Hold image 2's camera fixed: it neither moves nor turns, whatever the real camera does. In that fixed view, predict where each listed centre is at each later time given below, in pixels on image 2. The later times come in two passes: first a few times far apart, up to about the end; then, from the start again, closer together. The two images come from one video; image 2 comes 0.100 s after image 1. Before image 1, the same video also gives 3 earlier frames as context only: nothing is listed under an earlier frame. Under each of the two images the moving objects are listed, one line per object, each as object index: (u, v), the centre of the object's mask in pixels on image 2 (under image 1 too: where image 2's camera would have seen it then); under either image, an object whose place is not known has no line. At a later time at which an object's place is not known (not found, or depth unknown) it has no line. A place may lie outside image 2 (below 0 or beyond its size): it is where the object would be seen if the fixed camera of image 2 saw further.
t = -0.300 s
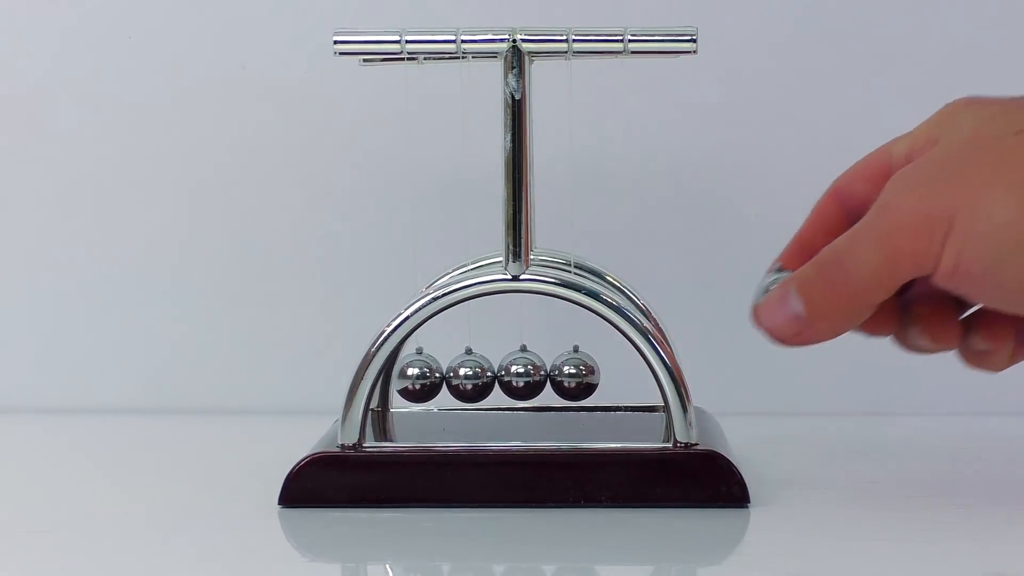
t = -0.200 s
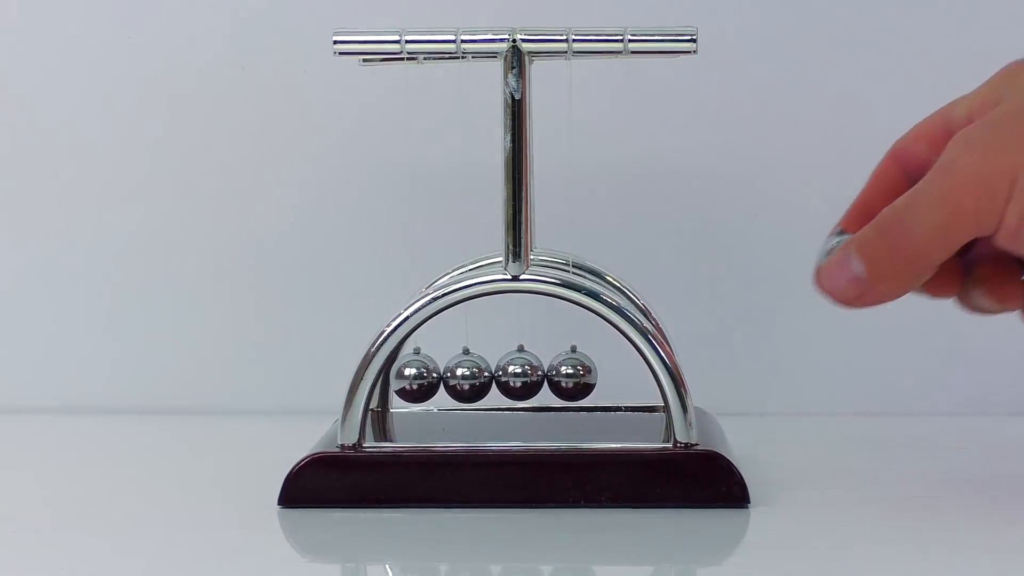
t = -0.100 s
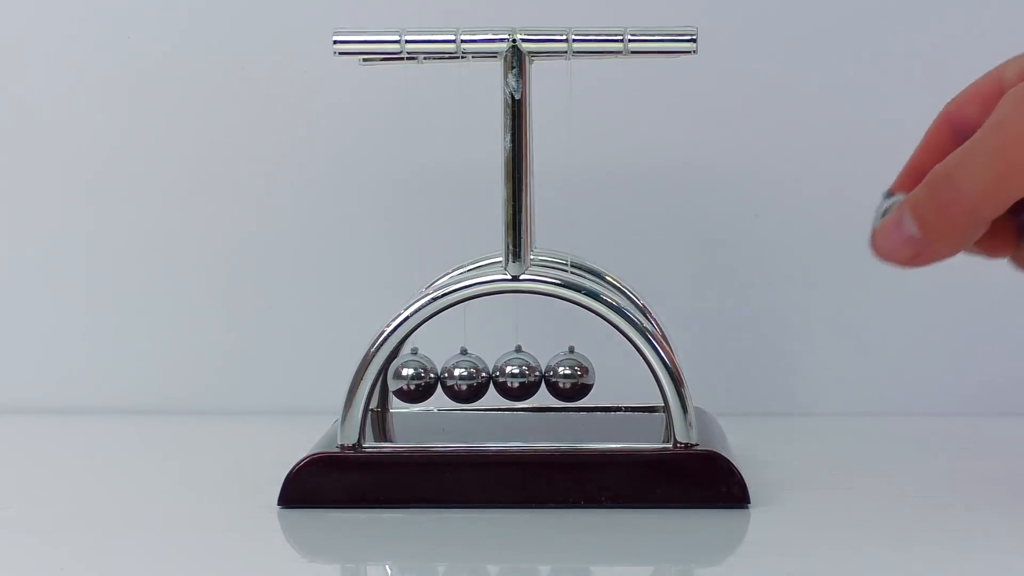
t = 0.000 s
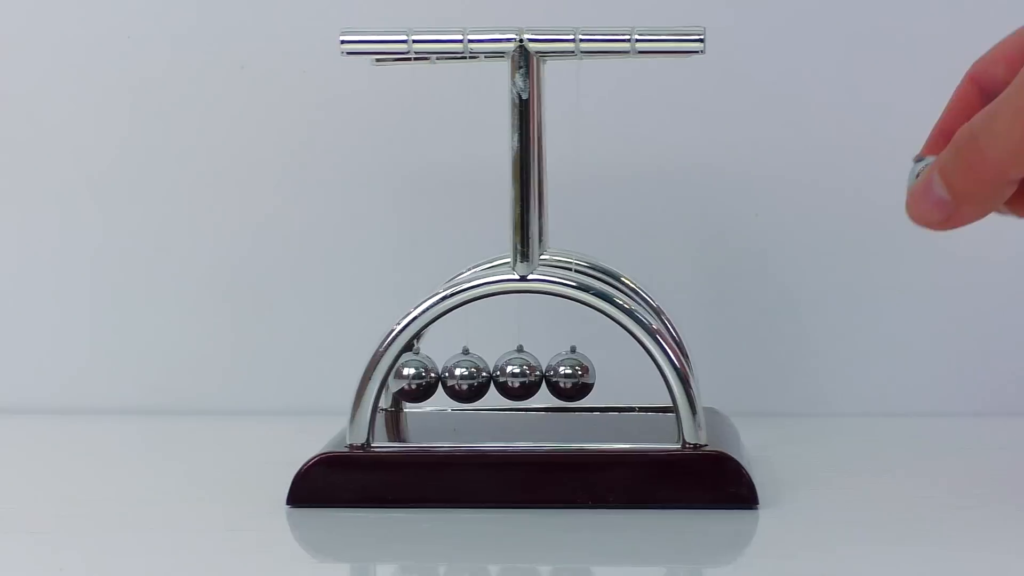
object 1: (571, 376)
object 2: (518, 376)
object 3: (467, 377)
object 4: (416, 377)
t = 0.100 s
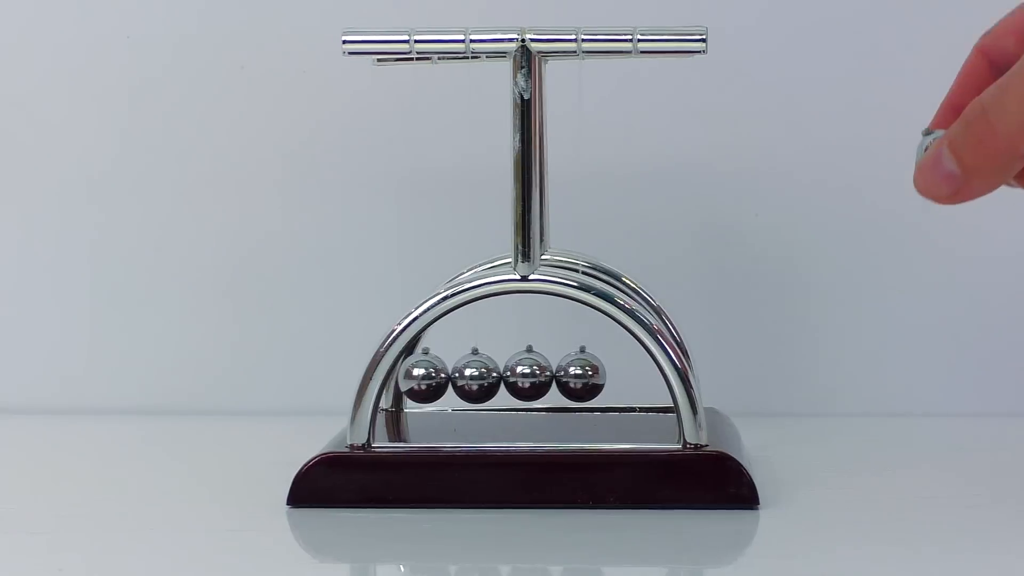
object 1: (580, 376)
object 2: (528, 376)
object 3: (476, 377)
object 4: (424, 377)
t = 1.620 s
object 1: (614, 375)
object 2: (559, 374)
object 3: (496, 377)
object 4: (433, 377)
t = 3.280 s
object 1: (566, 376)
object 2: (510, 375)
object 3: (452, 377)
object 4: (335, 365)
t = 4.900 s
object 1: (604, 376)
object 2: (551, 375)
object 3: (497, 377)
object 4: (444, 377)
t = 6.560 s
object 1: (567, 377)
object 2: (513, 376)
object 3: (458, 378)
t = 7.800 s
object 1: (571, 377)
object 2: (516, 376)
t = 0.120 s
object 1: (583, 376)
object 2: (531, 376)
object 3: (479, 377)
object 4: (427, 377)
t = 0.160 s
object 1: (589, 376)
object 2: (536, 376)
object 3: (484, 377)
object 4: (432, 377)
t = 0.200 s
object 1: (593, 376)
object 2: (541, 375)
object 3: (489, 377)
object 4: (437, 377)
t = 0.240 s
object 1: (597, 376)
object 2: (544, 375)
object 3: (492, 377)
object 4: (440, 377)
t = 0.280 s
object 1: (598, 376)
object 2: (545, 375)
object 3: (493, 377)
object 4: (442, 377)
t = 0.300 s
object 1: (598, 376)
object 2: (545, 375)
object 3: (493, 377)
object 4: (441, 377)
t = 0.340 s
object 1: (596, 376)
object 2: (543, 375)
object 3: (491, 377)
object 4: (440, 377)
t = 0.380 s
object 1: (592, 376)
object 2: (539, 375)
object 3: (487, 377)
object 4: (436, 377)
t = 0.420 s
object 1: (587, 377)
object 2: (534, 376)
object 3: (482, 377)
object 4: (431, 377)
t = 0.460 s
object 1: (581, 377)
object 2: (529, 376)
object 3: (477, 378)
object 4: (425, 377)
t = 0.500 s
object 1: (576, 377)
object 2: (523, 376)
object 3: (472, 377)
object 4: (420, 377)
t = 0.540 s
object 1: (572, 377)
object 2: (519, 376)
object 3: (468, 378)
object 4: (417, 377)
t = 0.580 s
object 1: (570, 376)
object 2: (515, 375)
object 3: (458, 377)
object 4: (305, 355)
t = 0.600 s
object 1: (569, 376)
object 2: (514, 375)
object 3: (454, 377)
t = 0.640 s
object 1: (570, 376)
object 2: (513, 375)
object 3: (448, 376)
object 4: (176, 264)
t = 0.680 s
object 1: (572, 376)
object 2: (514, 375)
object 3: (447, 376)
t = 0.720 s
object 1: (577, 376)
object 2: (518, 375)
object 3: (452, 376)
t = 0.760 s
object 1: (582, 376)
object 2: (525, 376)
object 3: (460, 377)
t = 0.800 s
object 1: (587, 376)
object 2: (532, 376)
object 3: (472, 378)
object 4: (182, 270)
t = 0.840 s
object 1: (592, 376)
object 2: (539, 375)
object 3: (484, 377)
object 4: (272, 339)
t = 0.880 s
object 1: (597, 376)
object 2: (543, 375)
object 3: (489, 377)
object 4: (412, 380)
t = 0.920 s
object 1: (610, 375)
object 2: (549, 374)
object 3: (494, 377)
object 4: (435, 377)
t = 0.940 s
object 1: (613, 375)
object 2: (551, 375)
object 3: (494, 377)
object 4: (434, 378)
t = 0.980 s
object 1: (617, 374)
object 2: (552, 374)
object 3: (494, 377)
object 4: (430, 377)
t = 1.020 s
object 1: (615, 375)
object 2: (549, 375)
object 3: (491, 377)
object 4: (426, 377)
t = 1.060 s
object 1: (608, 375)
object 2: (544, 375)
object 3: (487, 377)
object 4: (423, 377)
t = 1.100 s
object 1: (598, 376)
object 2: (537, 375)
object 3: (481, 377)
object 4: (420, 377)
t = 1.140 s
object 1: (585, 376)
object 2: (528, 375)
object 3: (476, 377)
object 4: (419, 377)
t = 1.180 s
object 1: (575, 376)
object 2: (522, 376)
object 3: (469, 377)
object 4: (417, 377)
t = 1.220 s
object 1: (576, 376)
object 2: (519, 376)
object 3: (463, 377)
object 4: (408, 379)
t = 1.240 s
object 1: (570, 376)
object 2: (512, 375)
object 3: (453, 377)
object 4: (406, 379)
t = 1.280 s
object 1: (568, 376)
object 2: (508, 375)
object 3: (447, 377)
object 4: (283, 346)
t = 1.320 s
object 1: (568, 376)
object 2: (508, 373)
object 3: (447, 376)
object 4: (206, 293)
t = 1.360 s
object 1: (571, 376)
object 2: (511, 374)
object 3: (451, 376)
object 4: (163, 246)
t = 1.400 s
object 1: (576, 376)
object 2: (517, 375)
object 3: (460, 377)
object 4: (150, 226)
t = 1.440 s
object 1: (581, 377)
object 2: (525, 375)
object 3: (472, 377)
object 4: (159, 242)
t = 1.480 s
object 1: (588, 376)
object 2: (535, 376)
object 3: (483, 377)
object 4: (198, 287)
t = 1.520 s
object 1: (597, 376)
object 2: (541, 376)
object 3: (486, 378)
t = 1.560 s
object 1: (604, 376)
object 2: (545, 375)
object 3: (485, 377)
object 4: (408, 380)
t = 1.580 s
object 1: (611, 376)
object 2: (555, 375)
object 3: (495, 378)
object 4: (433, 377)
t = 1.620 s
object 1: (614, 375)
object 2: (559, 374)
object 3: (496, 377)
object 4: (433, 377)
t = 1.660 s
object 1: (612, 375)
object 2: (559, 373)
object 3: (496, 377)
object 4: (431, 377)
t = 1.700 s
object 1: (607, 375)
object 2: (553, 375)
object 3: (493, 377)
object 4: (429, 377)
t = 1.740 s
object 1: (599, 376)
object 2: (543, 374)
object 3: (487, 377)
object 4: (427, 377)
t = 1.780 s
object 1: (589, 376)
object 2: (533, 375)
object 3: (479, 377)
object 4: (425, 378)
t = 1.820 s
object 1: (580, 376)
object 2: (527, 376)
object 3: (474, 377)
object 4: (416, 377)
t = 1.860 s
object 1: (578, 377)
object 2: (521, 376)
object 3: (465, 377)
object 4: (409, 378)
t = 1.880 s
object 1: (577, 377)
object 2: (519, 375)
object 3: (461, 377)
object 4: (407, 379)
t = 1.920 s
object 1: (568, 376)
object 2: (508, 375)
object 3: (450, 377)
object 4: (399, 378)
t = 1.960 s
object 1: (567, 376)
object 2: (504, 375)
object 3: (450, 376)
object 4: (286, 346)
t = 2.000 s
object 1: (568, 376)
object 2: (508, 374)
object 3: (453, 377)
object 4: (213, 300)
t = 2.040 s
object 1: (572, 376)
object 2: (516, 375)
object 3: (457, 376)
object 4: (174, 261)
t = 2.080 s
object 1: (580, 376)
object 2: (525, 376)
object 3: (465, 377)
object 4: (164, 246)
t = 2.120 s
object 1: (584, 376)
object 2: (531, 375)
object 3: (475, 377)
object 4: (176, 264)
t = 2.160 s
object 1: (590, 376)
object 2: (538, 375)
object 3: (483, 377)
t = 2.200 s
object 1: (599, 376)
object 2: (543, 375)
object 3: (486, 378)
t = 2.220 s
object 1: (603, 376)
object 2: (545, 375)
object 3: (487, 377)
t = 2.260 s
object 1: (612, 375)
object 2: (556, 374)
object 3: (496, 377)
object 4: (437, 377)
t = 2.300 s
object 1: (611, 375)
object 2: (557, 375)
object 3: (496, 377)
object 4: (438, 377)
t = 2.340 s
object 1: (610, 376)
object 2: (550, 375)
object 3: (494, 377)
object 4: (438, 377)
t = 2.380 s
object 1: (605, 375)
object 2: (541, 375)
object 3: (488, 378)
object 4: (436, 378)
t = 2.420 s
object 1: (596, 376)
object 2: (537, 376)
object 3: (483, 377)
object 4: (425, 377)
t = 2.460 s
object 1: (586, 376)
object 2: (533, 376)
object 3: (476, 378)
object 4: (416, 377)
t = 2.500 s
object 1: (581, 376)
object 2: (522, 376)
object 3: (470, 377)
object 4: (410, 378)
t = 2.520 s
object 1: (580, 377)
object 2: (519, 376)
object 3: (466, 377)
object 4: (408, 379)
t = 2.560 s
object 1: (576, 376)
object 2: (515, 375)
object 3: (458, 377)
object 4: (406, 380)
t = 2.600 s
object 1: (565, 375)
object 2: (505, 374)
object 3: (453, 377)
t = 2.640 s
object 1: (565, 376)
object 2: (508, 375)
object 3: (452, 377)
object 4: (275, 341)
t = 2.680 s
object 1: (568, 376)
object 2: (515, 374)
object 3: (456, 377)
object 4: (215, 302)
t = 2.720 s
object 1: (574, 376)
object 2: (521, 375)
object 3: (463, 377)
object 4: (184, 272)
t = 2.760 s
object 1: (580, 377)
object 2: (525, 376)
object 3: (473, 377)
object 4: (180, 267)
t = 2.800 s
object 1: (588, 376)
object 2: (535, 375)
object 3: (477, 377)
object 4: (202, 290)
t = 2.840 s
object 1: (599, 376)
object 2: (542, 375)
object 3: (481, 378)
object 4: (257, 331)
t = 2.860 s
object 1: (603, 376)
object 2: (544, 375)
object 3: (483, 377)
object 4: (297, 352)
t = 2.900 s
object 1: (609, 375)
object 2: (548, 374)
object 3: (486, 377)
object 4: (405, 382)
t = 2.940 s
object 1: (612, 375)
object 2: (556, 375)
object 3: (497, 377)
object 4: (438, 377)
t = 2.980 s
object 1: (610, 375)
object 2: (552, 375)
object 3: (497, 377)
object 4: (439, 377)
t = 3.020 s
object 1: (604, 376)
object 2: (545, 374)
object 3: (493, 377)
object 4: (439, 377)
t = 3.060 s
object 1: (595, 376)
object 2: (541, 376)
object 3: (488, 377)
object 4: (433, 377)
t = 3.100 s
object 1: (590, 376)
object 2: (533, 376)
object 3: (480, 377)
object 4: (422, 377)
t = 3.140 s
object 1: (585, 376)
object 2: (526, 376)
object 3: (469, 377)
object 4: (415, 378)
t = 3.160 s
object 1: (582, 376)
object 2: (523, 376)
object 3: (464, 377)
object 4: (413, 378)
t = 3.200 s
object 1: (578, 376)
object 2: (517, 376)
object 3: (457, 377)
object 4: (409, 378)
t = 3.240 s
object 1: (573, 376)
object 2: (514, 375)
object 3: (456, 377)
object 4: (406, 380)
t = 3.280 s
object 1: (566, 376)
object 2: (510, 375)
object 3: (452, 377)
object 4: (335, 365)
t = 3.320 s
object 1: (567, 376)
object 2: (514, 376)
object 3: (456, 377)
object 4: (260, 333)
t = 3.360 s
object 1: (571, 376)
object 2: (517, 375)
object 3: (463, 377)
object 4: (213, 299)
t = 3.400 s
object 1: (577, 376)
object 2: (525, 376)
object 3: (469, 377)
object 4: (192, 280)
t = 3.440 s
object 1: (588, 376)
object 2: (532, 376)
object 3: (474, 377)
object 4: (198, 286)
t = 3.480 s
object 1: (597, 376)
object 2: (538, 376)
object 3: (480, 377)
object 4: (232, 315)
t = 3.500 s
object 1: (601, 376)
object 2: (541, 376)
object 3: (483, 377)
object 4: (261, 334)
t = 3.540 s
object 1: (604, 376)
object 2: (546, 375)
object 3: (489, 377)
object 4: (339, 365)
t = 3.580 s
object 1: (605, 376)
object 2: (549, 375)
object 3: (494, 377)
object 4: (440, 377)
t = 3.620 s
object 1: (609, 376)
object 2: (551, 375)
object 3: (497, 377)
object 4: (444, 377)
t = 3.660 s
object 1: (603, 376)
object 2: (549, 375)
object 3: (495, 377)
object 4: (442, 377)
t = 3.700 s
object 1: (599, 376)
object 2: (543, 376)
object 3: (491, 377)
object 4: (435, 377)
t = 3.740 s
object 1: (593, 376)
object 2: (536, 376)
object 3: (482, 377)
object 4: (427, 377)
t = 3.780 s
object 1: (587, 376)
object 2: (529, 376)
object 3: (472, 378)
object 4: (419, 377)
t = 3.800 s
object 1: (583, 376)
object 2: (525, 376)
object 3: (468, 377)
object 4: (416, 377)
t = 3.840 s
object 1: (576, 376)
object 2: (519, 376)
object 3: (462, 377)
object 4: (412, 378)
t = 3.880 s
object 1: (571, 376)
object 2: (514, 375)
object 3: (459, 377)
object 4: (409, 379)
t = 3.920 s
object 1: (565, 376)
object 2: (511, 375)
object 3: (457, 377)
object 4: (401, 379)
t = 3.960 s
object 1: (565, 376)
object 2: (512, 375)
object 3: (459, 377)
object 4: (307, 355)
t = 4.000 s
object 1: (569, 376)
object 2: (516, 375)
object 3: (460, 377)
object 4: (246, 324)
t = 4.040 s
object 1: (577, 376)
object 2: (521, 375)
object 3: (464, 377)
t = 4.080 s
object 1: (586, 376)
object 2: (528, 376)
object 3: (470, 377)
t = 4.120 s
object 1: (594, 376)
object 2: (535, 376)
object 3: (478, 378)
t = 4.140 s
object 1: (597, 376)
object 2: (539, 376)
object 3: (482, 378)
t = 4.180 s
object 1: (602, 376)
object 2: (544, 375)
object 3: (490, 378)
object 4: (310, 357)
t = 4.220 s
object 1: (604, 376)
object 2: (548, 375)
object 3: (495, 377)
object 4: (405, 381)
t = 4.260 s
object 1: (605, 376)
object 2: (551, 375)
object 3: (499, 377)
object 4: (446, 377)
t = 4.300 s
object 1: (604, 376)
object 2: (549, 375)
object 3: (496, 377)
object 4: (444, 377)
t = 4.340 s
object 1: (601, 376)
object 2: (546, 376)
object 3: (491, 377)
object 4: (437, 377)
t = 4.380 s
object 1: (595, 376)
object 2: (540, 376)
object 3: (485, 378)
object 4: (430, 377)
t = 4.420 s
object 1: (588, 376)
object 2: (533, 376)
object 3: (477, 377)
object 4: (421, 377)
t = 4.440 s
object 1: (584, 376)
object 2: (529, 376)
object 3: (474, 378)
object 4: (418, 377)
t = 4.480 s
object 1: (576, 376)
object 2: (522, 376)
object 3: (467, 378)
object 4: (413, 378)
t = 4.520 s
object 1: (569, 376)
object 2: (516, 376)
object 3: (463, 377)
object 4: (410, 378)
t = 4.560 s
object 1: (566, 376)
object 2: (513, 376)
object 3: (460, 377)
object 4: (410, 378)
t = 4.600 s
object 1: (565, 376)
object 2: (511, 375)
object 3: (459, 377)
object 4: (341, 366)
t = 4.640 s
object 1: (569, 376)
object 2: (513, 375)
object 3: (461, 377)
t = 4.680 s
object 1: (574, 376)
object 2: (519, 376)
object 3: (465, 377)
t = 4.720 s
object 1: (581, 377)
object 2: (526, 376)
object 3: (471, 377)
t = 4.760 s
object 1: (588, 377)
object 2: (534, 375)
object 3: (479, 377)
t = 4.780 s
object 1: (591, 376)
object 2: (538, 376)
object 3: (483, 378)
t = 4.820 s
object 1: (597, 376)
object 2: (544, 375)
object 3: (491, 378)
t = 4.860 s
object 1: (602, 376)
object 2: (549, 375)
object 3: (496, 377)
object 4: (352, 365)
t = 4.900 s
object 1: (604, 376)
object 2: (551, 375)
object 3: (497, 377)
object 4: (444, 377)
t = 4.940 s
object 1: (605, 376)
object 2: (551, 375)
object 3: (496, 377)
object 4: (444, 377)
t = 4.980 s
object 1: (601, 376)
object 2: (548, 375)
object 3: (492, 377)
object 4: (440, 377)
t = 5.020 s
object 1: (596, 376)
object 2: (542, 376)
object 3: (487, 378)
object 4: (434, 378)
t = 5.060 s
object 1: (588, 376)
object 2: (534, 376)
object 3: (480, 377)
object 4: (426, 378)
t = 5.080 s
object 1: (584, 376)
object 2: (530, 376)
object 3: (477, 377)
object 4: (423, 378)
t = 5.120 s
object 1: (576, 376)
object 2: (523, 376)
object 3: (470, 378)
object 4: (417, 378)
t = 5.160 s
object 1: (571, 377)
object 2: (516, 376)
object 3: (464, 377)
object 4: (414, 378)
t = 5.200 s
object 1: (568, 376)
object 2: (514, 375)
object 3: (461, 377)
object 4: (410, 378)
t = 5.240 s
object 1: (566, 376)
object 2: (512, 376)
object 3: (457, 377)
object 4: (357, 366)
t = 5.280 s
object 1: (569, 376)
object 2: (514, 376)
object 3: (459, 377)
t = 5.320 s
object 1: (572, 377)
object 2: (518, 376)
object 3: (464, 377)
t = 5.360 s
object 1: (577, 376)
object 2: (525, 376)
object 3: (471, 378)
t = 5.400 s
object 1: (585, 376)
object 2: (532, 376)
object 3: (479, 378)
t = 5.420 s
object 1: (589, 377)
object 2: (535, 376)
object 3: (482, 378)
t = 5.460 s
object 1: (596, 376)
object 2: (542, 376)
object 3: (488, 378)
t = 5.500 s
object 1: (600, 376)
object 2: (547, 376)
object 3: (492, 378)
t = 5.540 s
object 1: (601, 376)
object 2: (549, 376)
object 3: (495, 378)
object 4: (426, 377)
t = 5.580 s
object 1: (606, 376)
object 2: (549, 375)
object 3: (496, 377)
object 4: (444, 377)
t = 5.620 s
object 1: (603, 376)
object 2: (547, 375)
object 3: (494, 377)
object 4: (441, 377)
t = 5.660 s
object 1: (596, 376)
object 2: (543, 376)
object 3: (489, 378)
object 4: (436, 377)
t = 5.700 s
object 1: (590, 376)
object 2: (535, 376)
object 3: (483, 378)
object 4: (430, 378)
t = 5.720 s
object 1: (587, 377)
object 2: (531, 376)
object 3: (479, 378)
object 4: (426, 378)
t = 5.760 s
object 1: (580, 377)
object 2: (525, 376)
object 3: (472, 378)
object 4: (418, 378)
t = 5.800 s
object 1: (574, 376)
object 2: (520, 376)
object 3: (466, 378)
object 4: (413, 378)
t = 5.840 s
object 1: (569, 377)
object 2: (516, 376)
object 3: (463, 377)
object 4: (410, 379)
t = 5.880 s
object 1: (567, 377)
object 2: (514, 376)
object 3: (458, 378)
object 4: (407, 378)
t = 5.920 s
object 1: (567, 376)
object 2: (514, 376)
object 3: (459, 377)
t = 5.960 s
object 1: (570, 377)
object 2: (517, 376)
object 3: (464, 378)
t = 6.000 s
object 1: (576, 377)
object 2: (522, 376)
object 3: (469, 377)
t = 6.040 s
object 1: (583, 377)
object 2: (528, 376)
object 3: (476, 378)
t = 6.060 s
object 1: (586, 377)
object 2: (532, 376)
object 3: (479, 378)
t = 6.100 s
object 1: (592, 377)
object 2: (538, 376)
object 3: (485, 378)
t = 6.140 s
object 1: (597, 376)
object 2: (544, 376)
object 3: (491, 378)
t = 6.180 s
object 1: (600, 376)
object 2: (547, 375)
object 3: (495, 377)
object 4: (408, 381)
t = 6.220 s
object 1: (605, 376)
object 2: (549, 376)
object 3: (496, 377)
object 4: (444, 378)
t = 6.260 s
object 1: (601, 376)
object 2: (548, 376)
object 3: (495, 377)
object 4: (443, 377)
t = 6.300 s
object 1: (597, 376)
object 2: (544, 376)
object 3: (491, 377)
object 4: (437, 378)
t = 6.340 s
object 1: (591, 377)
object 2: (538, 376)
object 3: (486, 378)
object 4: (430, 378)
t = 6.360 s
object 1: (588, 376)
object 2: (535, 376)
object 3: (483, 378)
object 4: (425, 378)
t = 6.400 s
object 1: (582, 376)
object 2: (528, 376)
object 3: (476, 378)
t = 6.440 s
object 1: (576, 377)
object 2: (521, 376)
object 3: (469, 378)
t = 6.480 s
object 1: (571, 377)
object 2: (516, 376)
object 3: (464, 378)
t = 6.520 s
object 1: (568, 377)
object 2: (514, 376)
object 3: (462, 377)
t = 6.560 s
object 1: (567, 377)
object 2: (513, 376)
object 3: (458, 378)
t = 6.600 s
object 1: (571, 377)
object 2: (516, 376)
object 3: (457, 377)
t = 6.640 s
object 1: (577, 377)
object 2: (520, 376)
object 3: (459, 377)
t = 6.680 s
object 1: (585, 377)
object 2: (525, 376)
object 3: (465, 378)
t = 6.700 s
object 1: (588, 376)
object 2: (528, 376)
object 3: (469, 378)
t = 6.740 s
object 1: (595, 377)
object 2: (535, 376)
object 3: (478, 378)
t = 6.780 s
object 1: (600, 376)
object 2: (541, 376)
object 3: (486, 378)
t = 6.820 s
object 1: (602, 376)
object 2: (547, 376)
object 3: (493, 377)
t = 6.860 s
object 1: (605, 376)
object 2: (550, 376)
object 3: (495, 377)
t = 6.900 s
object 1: (607, 376)
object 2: (547, 376)
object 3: (495, 377)
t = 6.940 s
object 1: (606, 376)
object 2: (545, 376)
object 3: (489, 378)
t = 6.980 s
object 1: (601, 377)
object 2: (540, 376)
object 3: (482, 378)
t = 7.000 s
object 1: (598, 377)
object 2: (537, 376)
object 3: (479, 378)
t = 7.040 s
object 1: (589, 377)
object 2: (531, 376)
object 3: (472, 378)
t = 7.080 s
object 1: (580, 377)
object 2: (525, 376)
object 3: (466, 378)
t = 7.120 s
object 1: (572, 377)
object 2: (519, 376)
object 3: (464, 378)
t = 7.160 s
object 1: (568, 377)
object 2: (515, 376)
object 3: (462, 377)
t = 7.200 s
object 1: (567, 377)
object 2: (514, 376)
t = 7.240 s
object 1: (571, 377)
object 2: (515, 376)
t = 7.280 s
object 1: (576, 377)
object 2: (519, 376)
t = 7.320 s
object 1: (583, 377)
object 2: (524, 376)
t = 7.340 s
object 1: (586, 377)
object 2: (527, 376)
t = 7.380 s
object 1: (592, 377)
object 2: (534, 376)
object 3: (480, 378)
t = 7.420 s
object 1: (597, 377)
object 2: (541, 376)
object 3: (488, 378)
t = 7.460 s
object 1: (600, 377)
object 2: (546, 376)
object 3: (493, 378)
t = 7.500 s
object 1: (605, 377)
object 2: (548, 376)
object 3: (496, 378)
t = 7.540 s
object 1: (607, 376)
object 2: (548, 376)
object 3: (495, 378)
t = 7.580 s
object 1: (604, 376)
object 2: (545, 376)
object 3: (491, 378)
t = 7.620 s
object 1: (599, 377)
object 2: (540, 376)
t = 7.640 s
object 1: (595, 377)
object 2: (537, 376)
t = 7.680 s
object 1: (586, 377)
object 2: (530, 376)
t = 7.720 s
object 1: (577, 377)
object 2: (524, 376)
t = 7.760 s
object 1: (572, 377)
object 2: (519, 376)
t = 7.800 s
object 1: (571, 377)
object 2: (516, 376)
